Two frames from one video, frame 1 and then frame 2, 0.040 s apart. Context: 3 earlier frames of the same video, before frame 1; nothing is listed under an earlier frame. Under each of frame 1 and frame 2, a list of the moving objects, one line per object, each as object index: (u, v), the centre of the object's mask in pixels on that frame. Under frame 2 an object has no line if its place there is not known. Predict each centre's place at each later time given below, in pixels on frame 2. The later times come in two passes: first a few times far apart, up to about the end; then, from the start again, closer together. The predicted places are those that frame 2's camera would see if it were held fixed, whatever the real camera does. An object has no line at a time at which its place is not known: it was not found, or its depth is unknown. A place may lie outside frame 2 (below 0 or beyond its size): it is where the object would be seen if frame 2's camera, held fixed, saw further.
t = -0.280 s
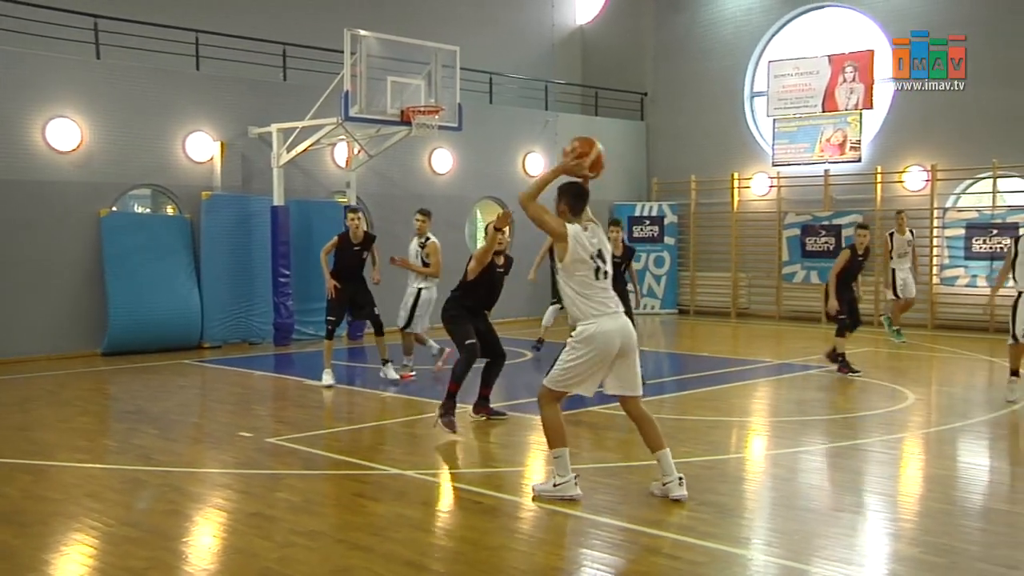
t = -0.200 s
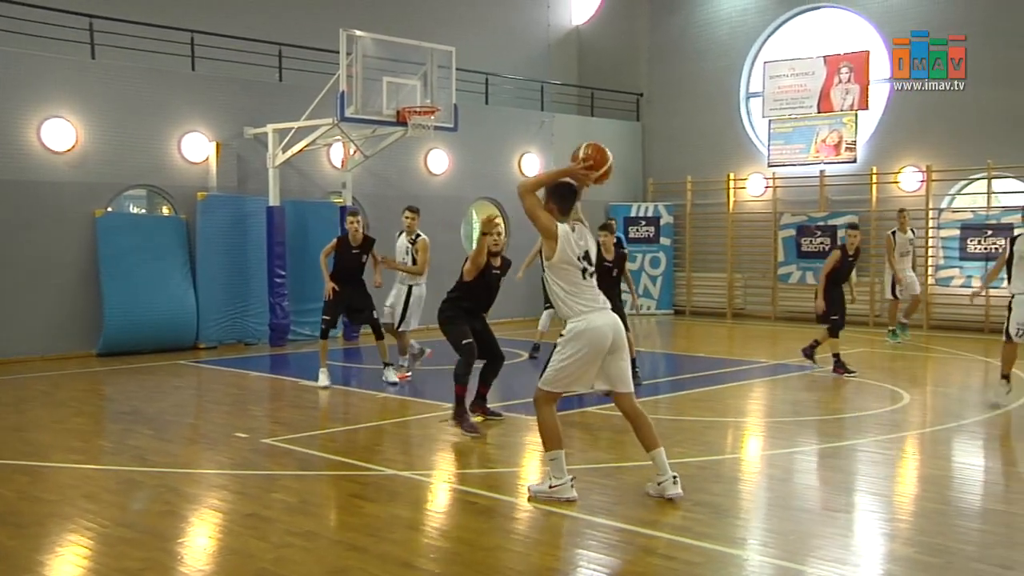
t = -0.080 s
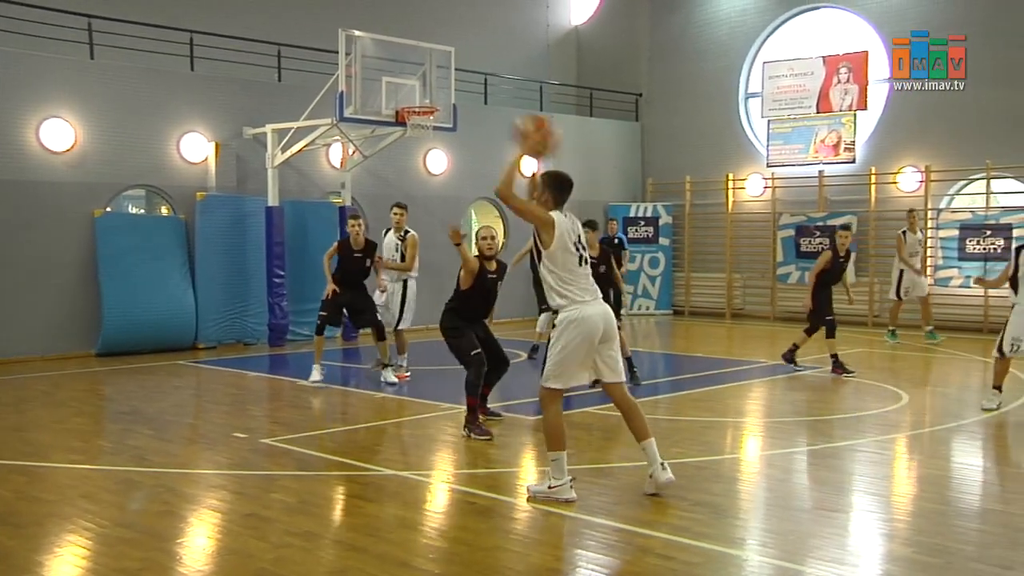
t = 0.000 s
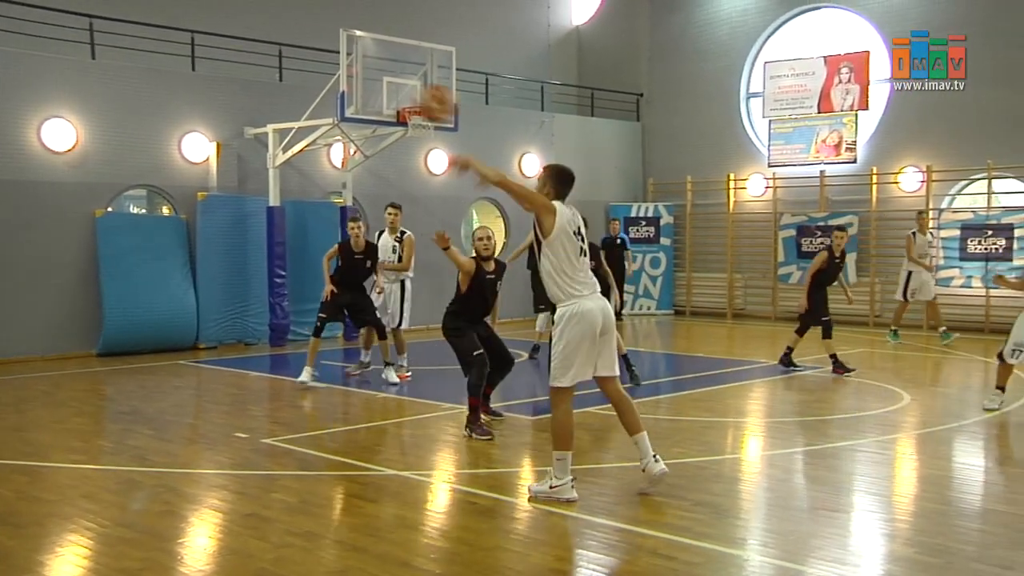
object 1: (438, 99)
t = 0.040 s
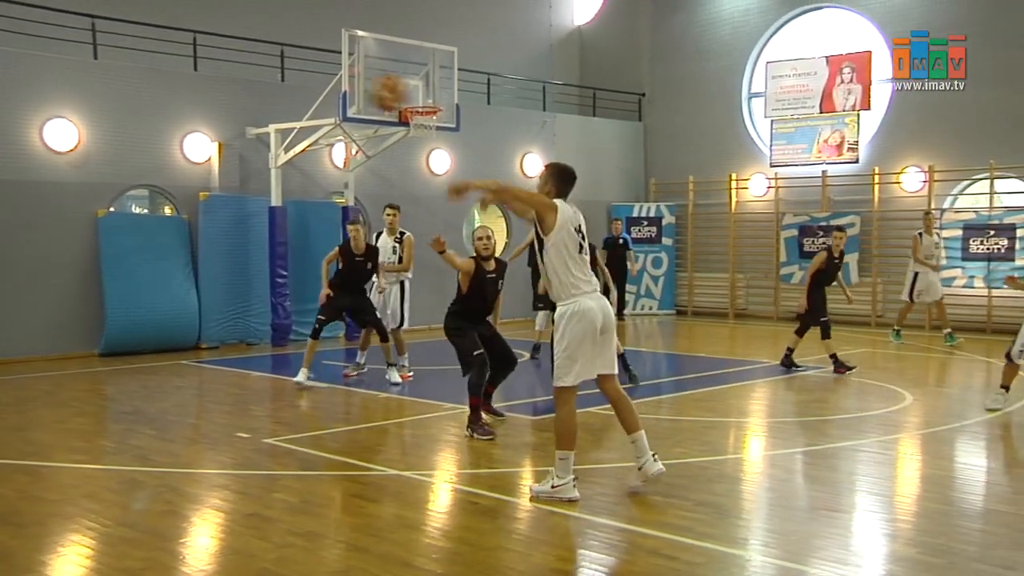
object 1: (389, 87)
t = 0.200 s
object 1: (217, 74)
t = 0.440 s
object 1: (5, 118)
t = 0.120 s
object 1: (298, 75)
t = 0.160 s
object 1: (257, 74)
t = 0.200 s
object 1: (217, 74)
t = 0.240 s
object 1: (178, 76)
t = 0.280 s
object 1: (141, 80)
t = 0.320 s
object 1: (106, 87)
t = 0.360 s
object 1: (71, 96)
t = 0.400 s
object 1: (36, 107)
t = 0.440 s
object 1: (5, 118)
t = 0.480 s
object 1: (-26, 132)
